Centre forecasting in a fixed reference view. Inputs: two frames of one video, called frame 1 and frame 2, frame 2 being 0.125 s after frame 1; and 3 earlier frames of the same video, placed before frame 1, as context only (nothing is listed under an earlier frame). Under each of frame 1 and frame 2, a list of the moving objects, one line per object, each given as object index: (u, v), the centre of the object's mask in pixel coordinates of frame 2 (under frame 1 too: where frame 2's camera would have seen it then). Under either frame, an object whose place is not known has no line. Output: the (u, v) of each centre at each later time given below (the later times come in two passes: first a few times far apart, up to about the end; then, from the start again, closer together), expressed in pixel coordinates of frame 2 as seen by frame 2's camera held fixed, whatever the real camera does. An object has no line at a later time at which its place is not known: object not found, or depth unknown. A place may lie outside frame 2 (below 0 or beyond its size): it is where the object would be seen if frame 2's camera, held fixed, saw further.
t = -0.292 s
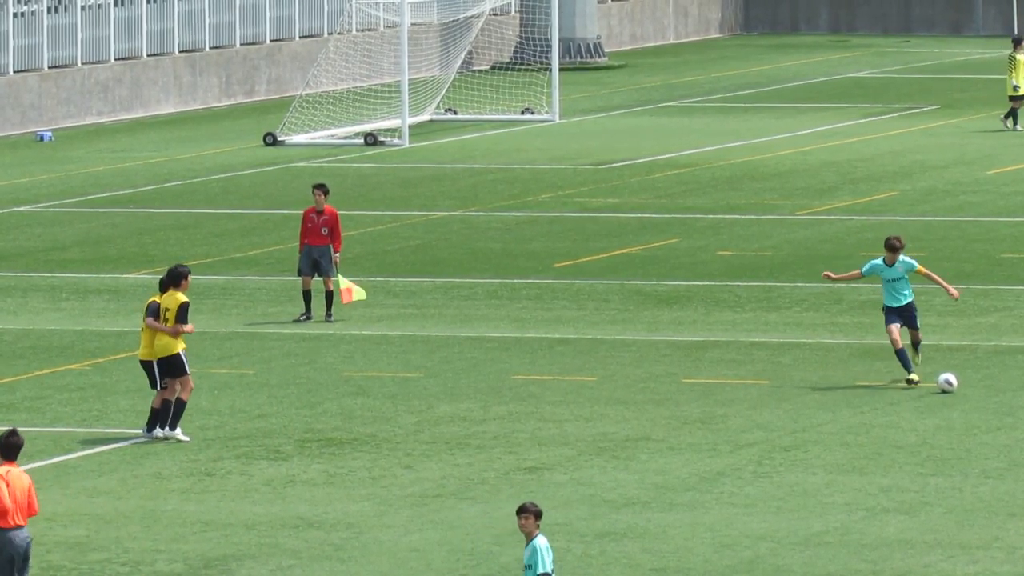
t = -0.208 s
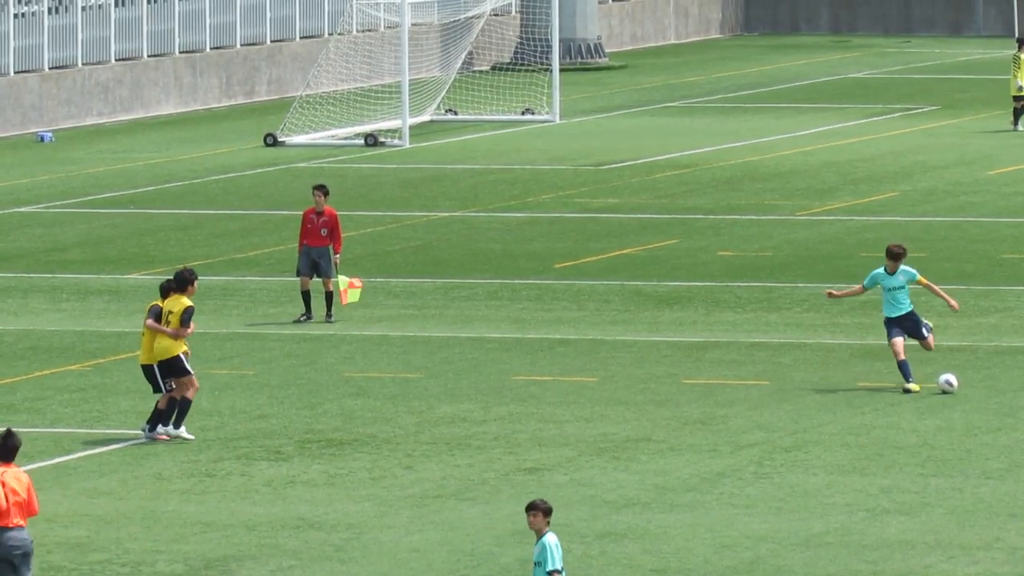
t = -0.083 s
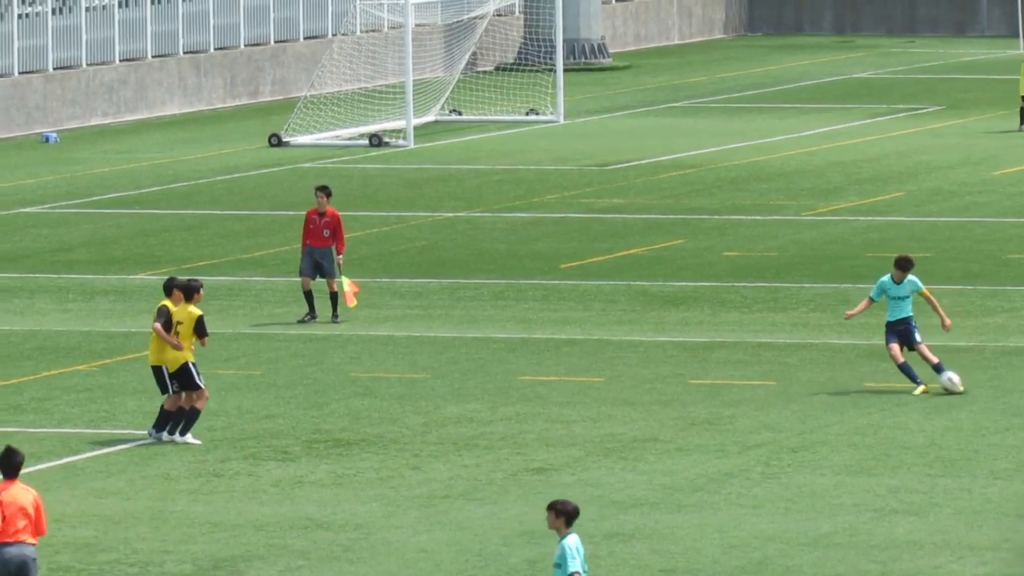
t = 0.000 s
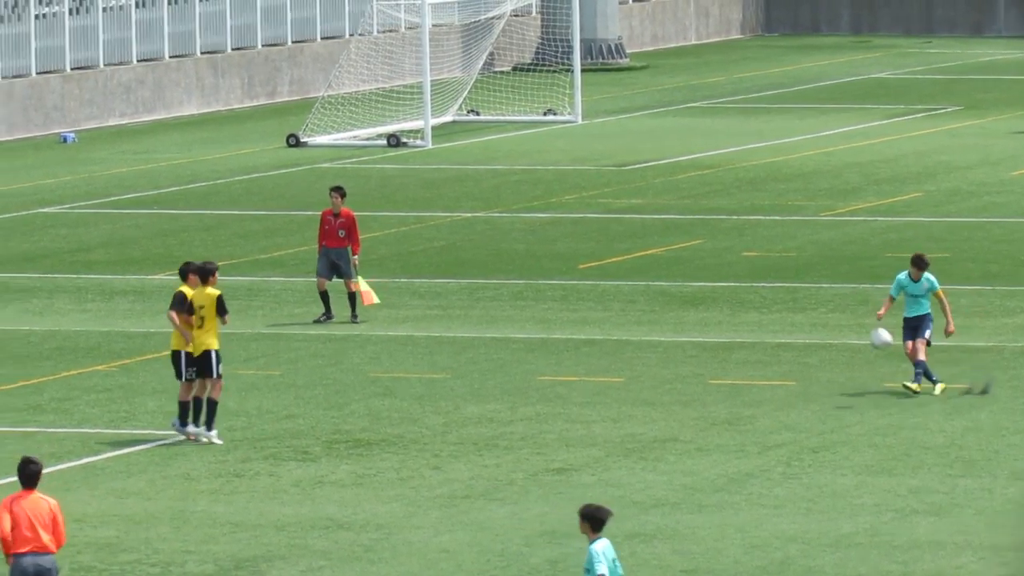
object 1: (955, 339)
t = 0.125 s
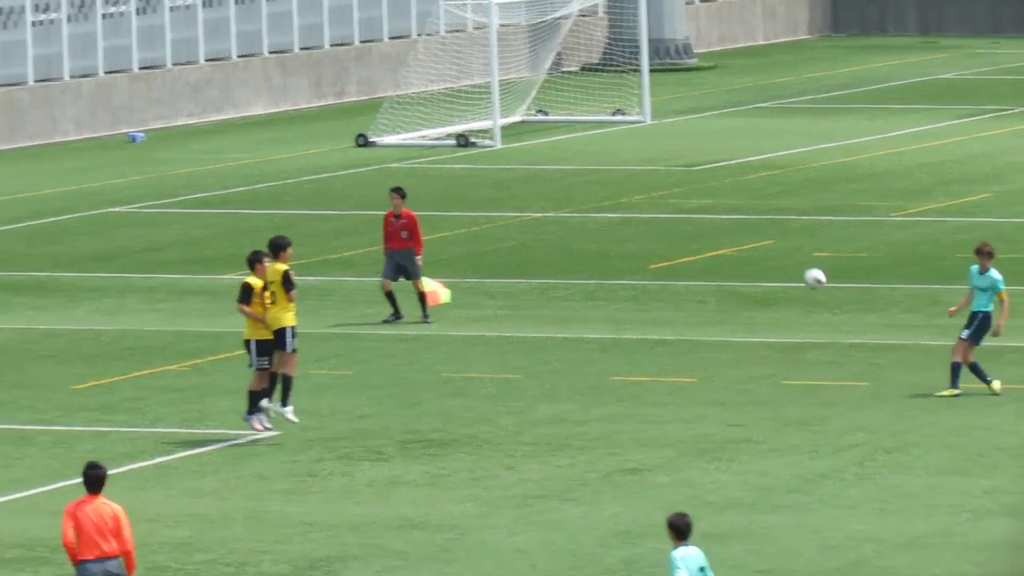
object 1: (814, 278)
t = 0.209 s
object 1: (723, 241)
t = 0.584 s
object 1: (303, 123)
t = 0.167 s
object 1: (769, 259)
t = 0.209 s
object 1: (723, 241)
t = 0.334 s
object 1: (583, 193)
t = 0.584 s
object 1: (303, 123)
